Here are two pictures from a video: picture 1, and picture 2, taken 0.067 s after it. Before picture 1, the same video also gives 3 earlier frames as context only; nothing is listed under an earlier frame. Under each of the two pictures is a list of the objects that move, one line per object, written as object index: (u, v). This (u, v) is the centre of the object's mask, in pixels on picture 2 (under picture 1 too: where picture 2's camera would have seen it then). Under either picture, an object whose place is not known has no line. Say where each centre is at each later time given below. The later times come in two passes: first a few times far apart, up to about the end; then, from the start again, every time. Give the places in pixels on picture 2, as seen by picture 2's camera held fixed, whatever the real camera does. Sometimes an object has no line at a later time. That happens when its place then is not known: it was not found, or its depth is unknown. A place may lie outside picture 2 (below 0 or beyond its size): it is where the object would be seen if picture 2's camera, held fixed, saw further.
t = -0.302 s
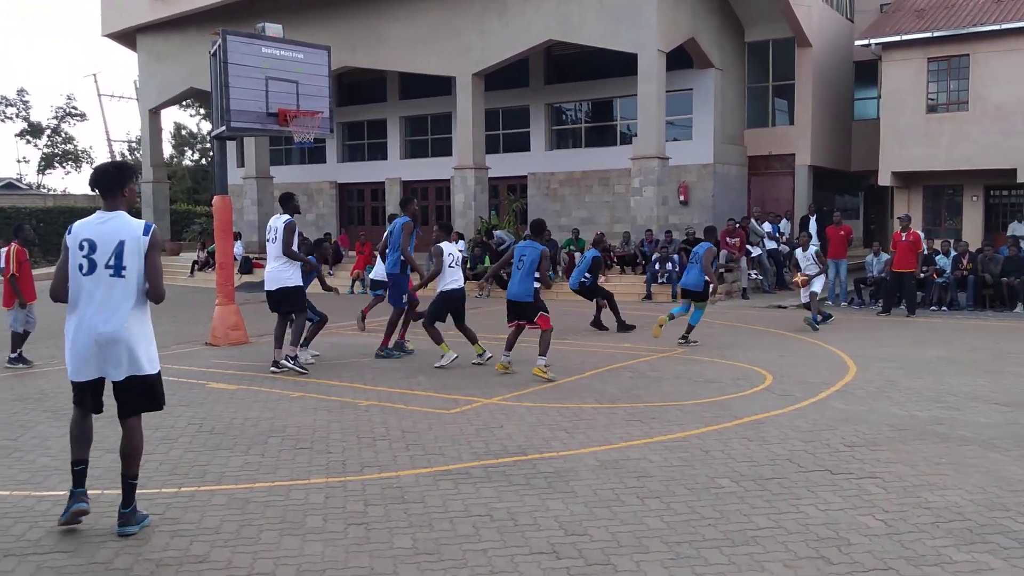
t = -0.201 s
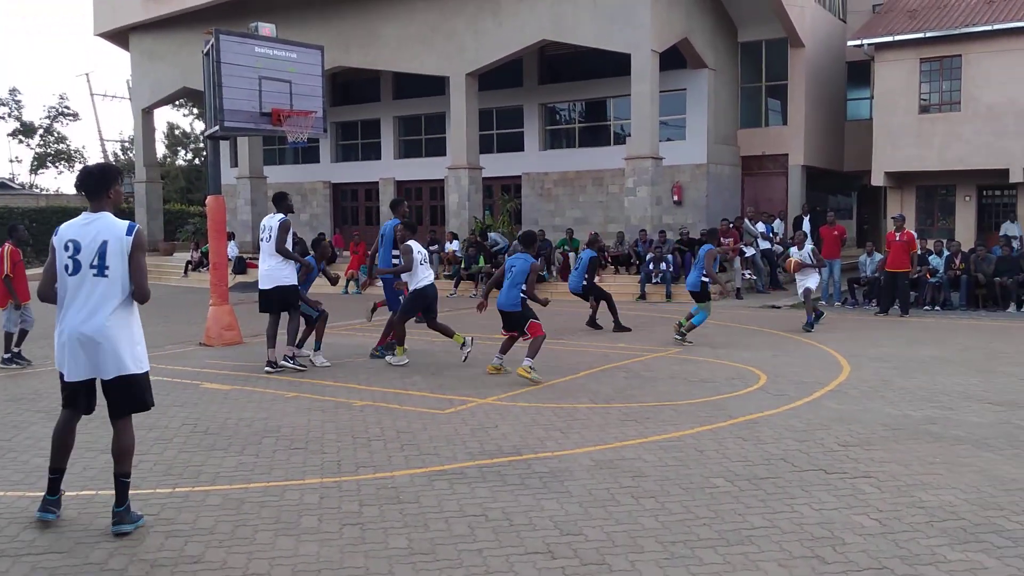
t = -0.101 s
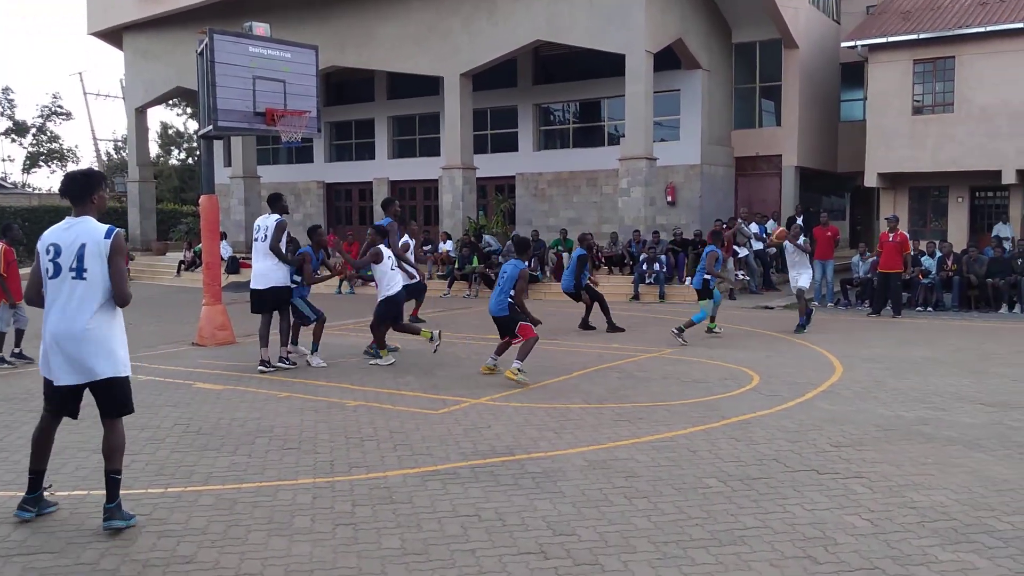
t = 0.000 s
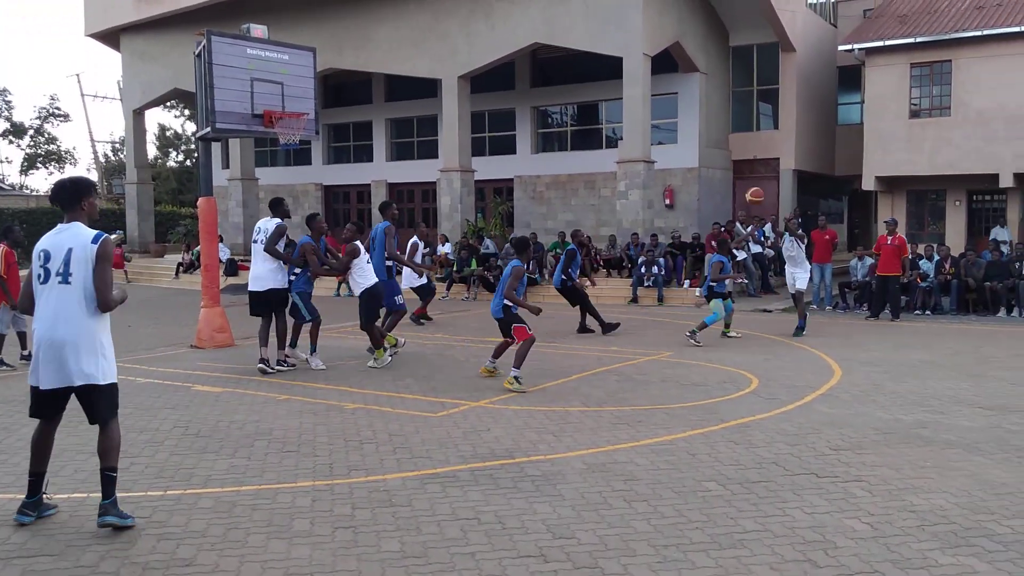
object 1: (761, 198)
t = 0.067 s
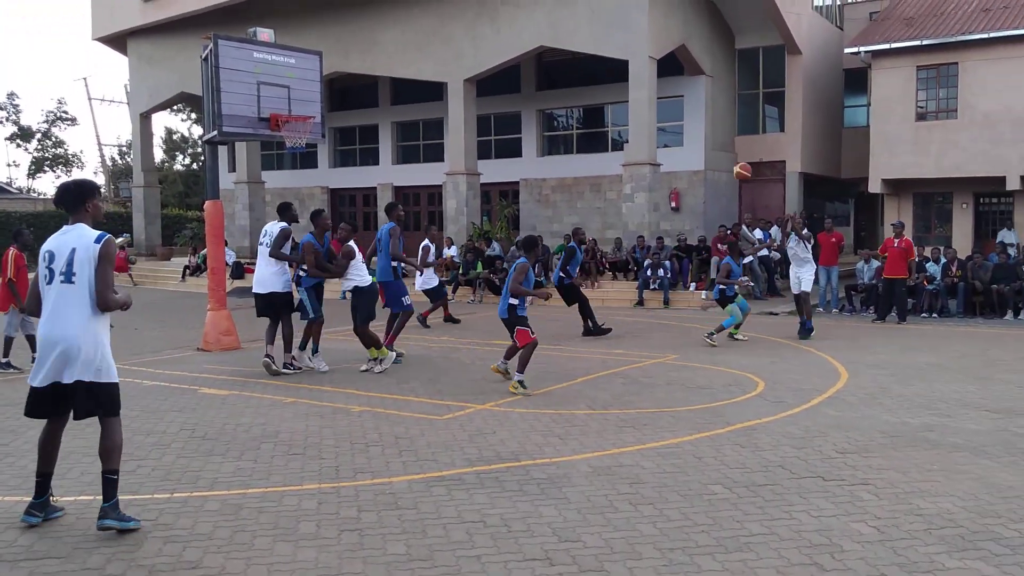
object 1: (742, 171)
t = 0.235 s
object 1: (688, 112)
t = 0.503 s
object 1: (573, 45)
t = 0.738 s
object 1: (428, 36)
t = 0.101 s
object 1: (732, 159)
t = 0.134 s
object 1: (722, 146)
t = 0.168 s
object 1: (711, 134)
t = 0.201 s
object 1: (699, 123)
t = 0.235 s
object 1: (688, 112)
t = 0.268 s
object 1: (676, 101)
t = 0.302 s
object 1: (663, 91)
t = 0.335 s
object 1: (650, 82)
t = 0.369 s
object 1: (635, 73)
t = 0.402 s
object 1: (621, 65)
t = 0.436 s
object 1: (605, 58)
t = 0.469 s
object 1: (590, 51)
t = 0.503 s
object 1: (573, 45)
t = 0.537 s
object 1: (555, 41)
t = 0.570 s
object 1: (536, 37)
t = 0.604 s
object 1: (517, 34)
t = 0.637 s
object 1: (496, 32)
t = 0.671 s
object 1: (475, 32)
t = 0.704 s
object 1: (452, 33)
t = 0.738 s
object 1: (428, 36)
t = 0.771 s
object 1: (402, 40)
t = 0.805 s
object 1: (375, 46)
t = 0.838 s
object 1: (347, 54)
